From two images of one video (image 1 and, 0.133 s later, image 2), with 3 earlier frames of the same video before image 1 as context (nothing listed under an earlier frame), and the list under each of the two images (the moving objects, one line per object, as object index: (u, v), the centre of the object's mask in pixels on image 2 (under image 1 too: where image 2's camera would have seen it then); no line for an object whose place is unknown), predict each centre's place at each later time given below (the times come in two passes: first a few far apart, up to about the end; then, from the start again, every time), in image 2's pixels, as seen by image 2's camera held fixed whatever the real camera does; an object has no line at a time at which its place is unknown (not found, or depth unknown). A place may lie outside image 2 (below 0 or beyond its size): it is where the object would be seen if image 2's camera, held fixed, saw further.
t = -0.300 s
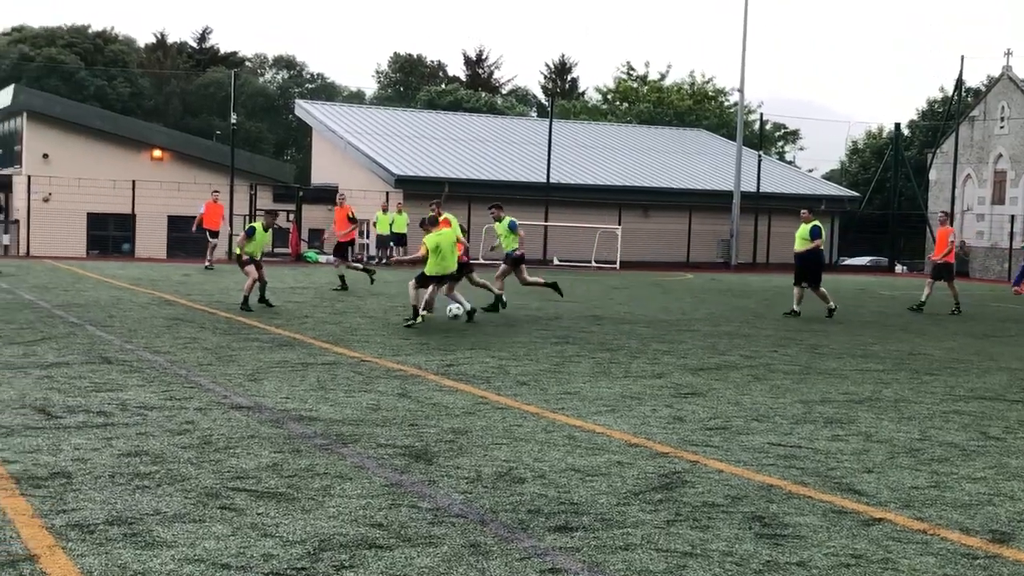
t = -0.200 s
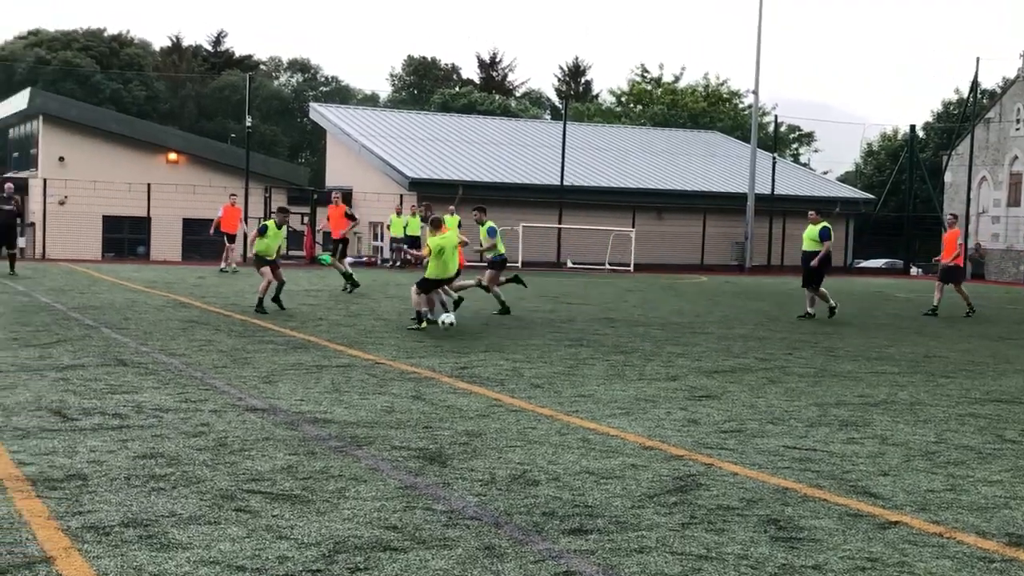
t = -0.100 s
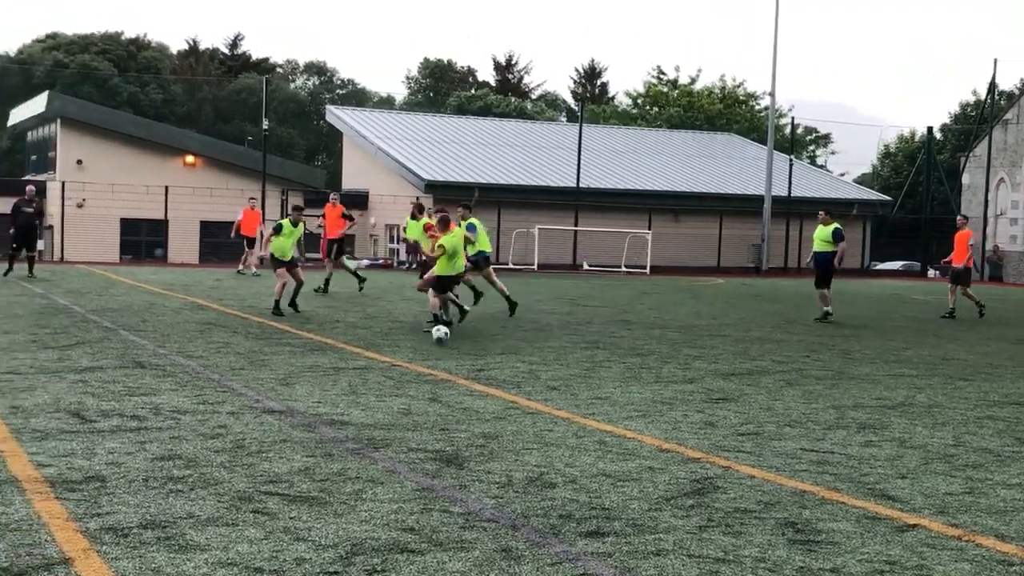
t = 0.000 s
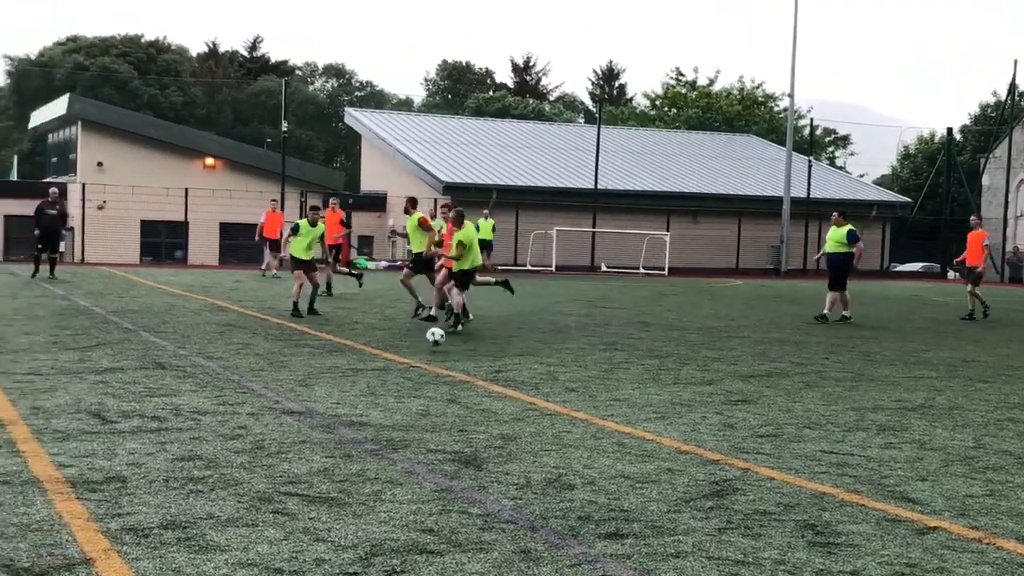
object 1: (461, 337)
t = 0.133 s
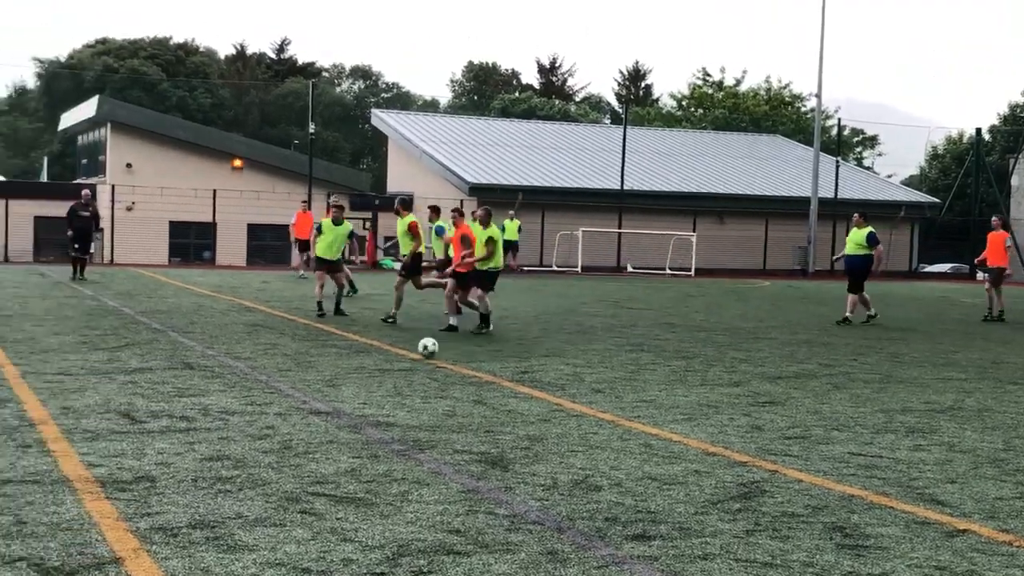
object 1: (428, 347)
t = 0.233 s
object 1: (402, 354)
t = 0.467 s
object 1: (337, 364)
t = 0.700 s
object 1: (263, 375)
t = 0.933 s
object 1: (175, 391)
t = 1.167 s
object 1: (70, 407)
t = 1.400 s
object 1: (-55, 432)
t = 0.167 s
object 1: (419, 350)
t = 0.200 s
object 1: (411, 352)
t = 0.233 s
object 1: (402, 354)
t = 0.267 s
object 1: (393, 354)
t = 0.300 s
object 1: (384, 356)
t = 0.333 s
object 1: (375, 358)
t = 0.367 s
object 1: (366, 358)
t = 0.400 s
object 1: (356, 358)
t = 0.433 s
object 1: (347, 361)
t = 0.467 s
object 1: (337, 364)
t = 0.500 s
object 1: (327, 365)
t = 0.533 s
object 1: (317, 367)
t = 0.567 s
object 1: (306, 370)
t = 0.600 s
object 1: (296, 370)
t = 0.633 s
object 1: (285, 369)
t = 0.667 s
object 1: (275, 371)
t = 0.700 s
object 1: (263, 375)
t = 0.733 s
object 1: (252, 378)
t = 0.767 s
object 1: (240, 379)
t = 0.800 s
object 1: (227, 380)
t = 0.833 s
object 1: (215, 382)
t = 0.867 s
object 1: (202, 386)
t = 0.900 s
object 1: (189, 387)
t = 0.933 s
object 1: (175, 391)
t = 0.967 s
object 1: (161, 393)
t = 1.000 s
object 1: (147, 393)
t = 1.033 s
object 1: (132, 397)
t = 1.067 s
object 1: (117, 401)
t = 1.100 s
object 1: (102, 403)
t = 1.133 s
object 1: (86, 404)
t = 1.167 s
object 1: (70, 407)
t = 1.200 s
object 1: (53, 411)
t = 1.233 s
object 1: (36, 413)
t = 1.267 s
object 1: (19, 412)
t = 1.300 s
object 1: (1, 414)
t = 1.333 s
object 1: (-17, 417)
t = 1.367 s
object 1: (-36, 423)
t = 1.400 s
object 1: (-55, 432)
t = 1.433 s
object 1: (-74, 435)
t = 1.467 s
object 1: (-86, 436)
